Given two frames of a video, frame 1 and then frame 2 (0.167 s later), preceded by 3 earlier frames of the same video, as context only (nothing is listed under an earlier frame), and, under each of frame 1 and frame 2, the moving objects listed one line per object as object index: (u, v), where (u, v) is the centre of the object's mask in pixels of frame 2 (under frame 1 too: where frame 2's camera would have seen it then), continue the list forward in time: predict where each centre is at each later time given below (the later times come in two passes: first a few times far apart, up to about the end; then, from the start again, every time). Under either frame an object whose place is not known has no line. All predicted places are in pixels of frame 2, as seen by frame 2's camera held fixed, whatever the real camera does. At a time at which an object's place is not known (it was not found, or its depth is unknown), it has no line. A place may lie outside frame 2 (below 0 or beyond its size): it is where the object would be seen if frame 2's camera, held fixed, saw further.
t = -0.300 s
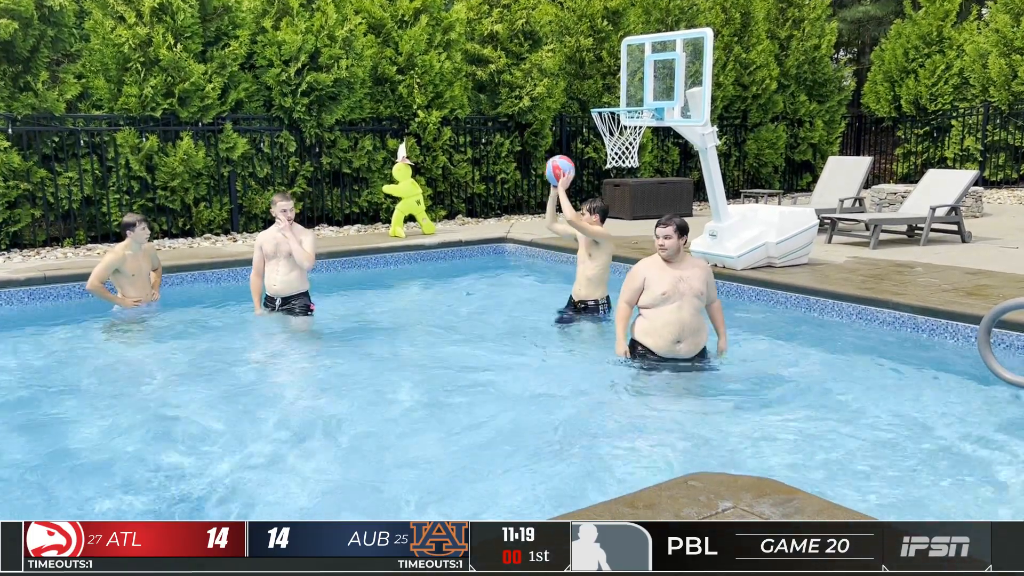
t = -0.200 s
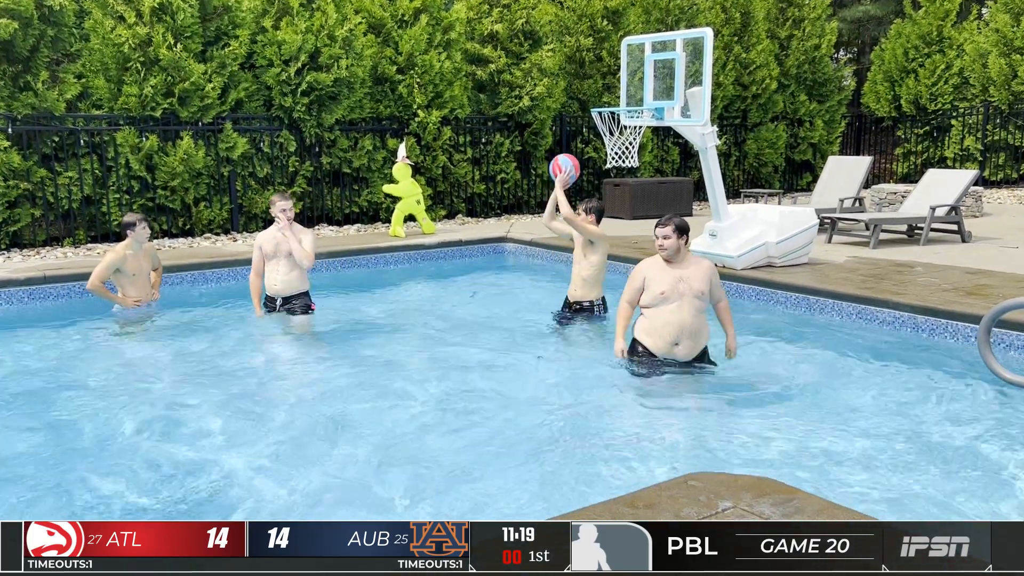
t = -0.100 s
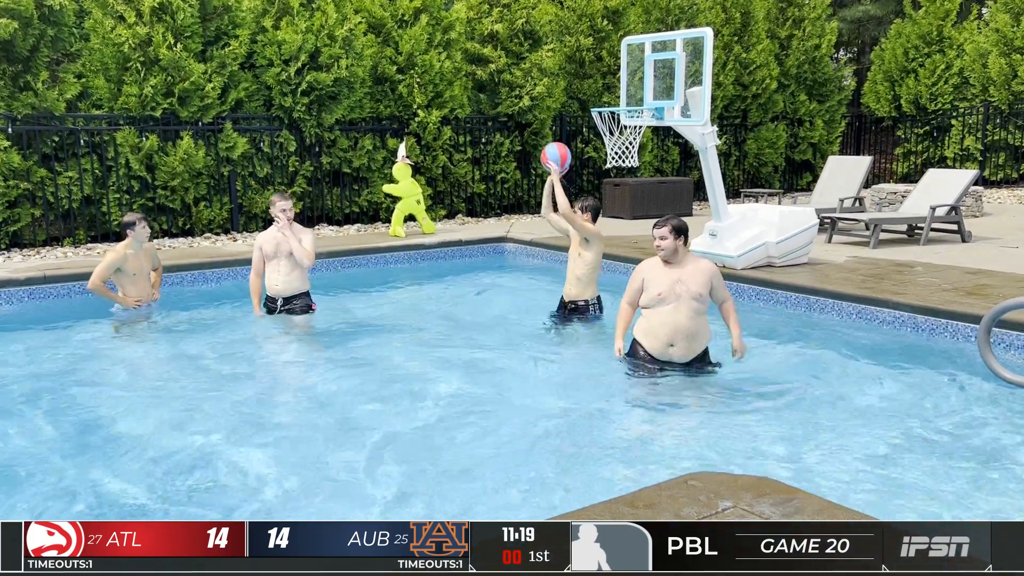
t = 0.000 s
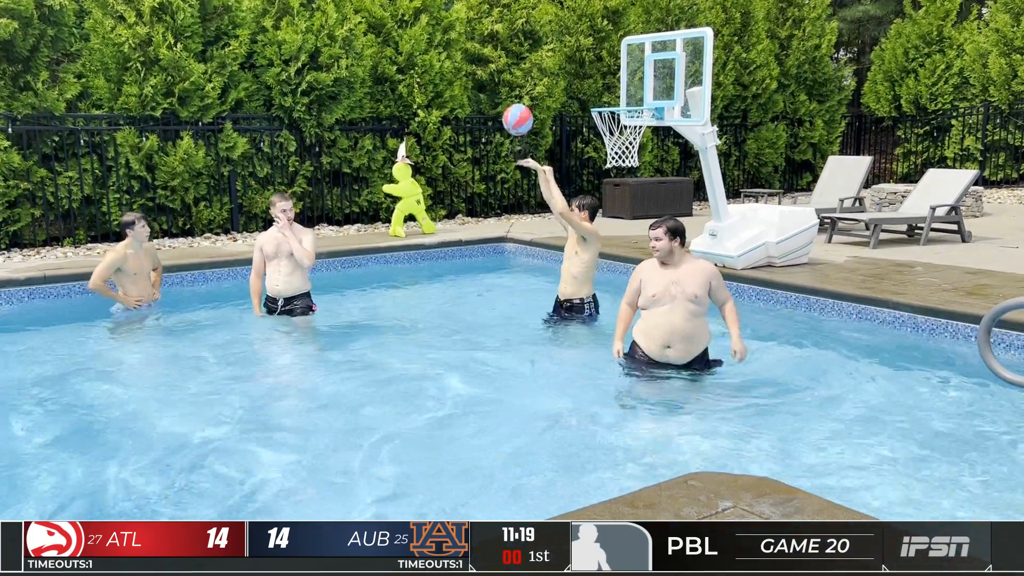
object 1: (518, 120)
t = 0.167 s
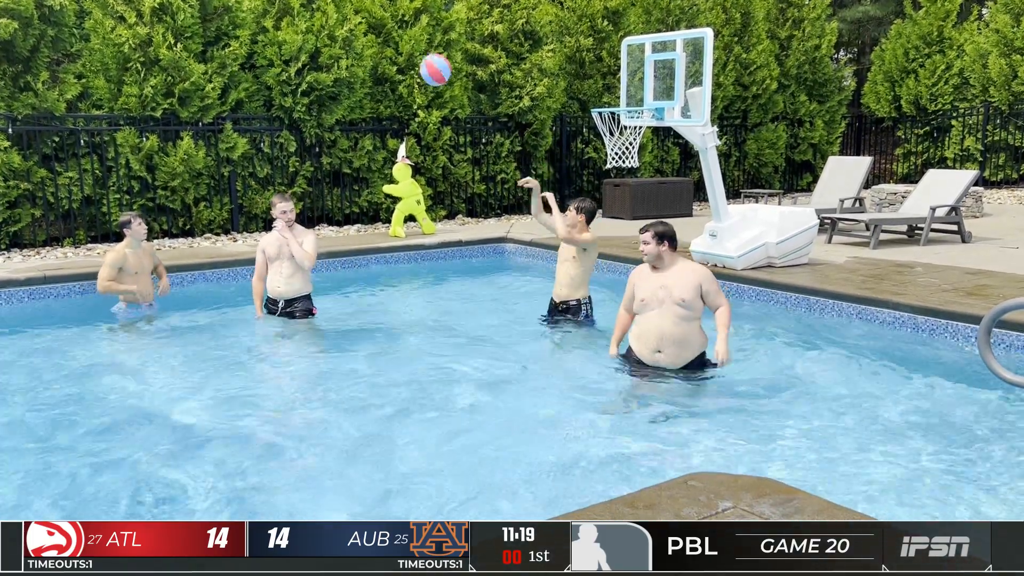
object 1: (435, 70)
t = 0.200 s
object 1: (419, 64)
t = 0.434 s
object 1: (305, 65)
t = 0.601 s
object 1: (227, 109)
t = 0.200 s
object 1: (419, 64)
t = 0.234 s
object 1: (402, 60)
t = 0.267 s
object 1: (385, 57)
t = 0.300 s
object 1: (369, 55)
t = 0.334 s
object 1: (353, 56)
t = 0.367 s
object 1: (337, 57)
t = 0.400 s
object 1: (321, 60)
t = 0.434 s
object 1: (305, 65)
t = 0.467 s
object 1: (289, 71)
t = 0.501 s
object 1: (273, 78)
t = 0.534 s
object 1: (258, 87)
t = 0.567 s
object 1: (242, 97)
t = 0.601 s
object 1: (227, 109)
